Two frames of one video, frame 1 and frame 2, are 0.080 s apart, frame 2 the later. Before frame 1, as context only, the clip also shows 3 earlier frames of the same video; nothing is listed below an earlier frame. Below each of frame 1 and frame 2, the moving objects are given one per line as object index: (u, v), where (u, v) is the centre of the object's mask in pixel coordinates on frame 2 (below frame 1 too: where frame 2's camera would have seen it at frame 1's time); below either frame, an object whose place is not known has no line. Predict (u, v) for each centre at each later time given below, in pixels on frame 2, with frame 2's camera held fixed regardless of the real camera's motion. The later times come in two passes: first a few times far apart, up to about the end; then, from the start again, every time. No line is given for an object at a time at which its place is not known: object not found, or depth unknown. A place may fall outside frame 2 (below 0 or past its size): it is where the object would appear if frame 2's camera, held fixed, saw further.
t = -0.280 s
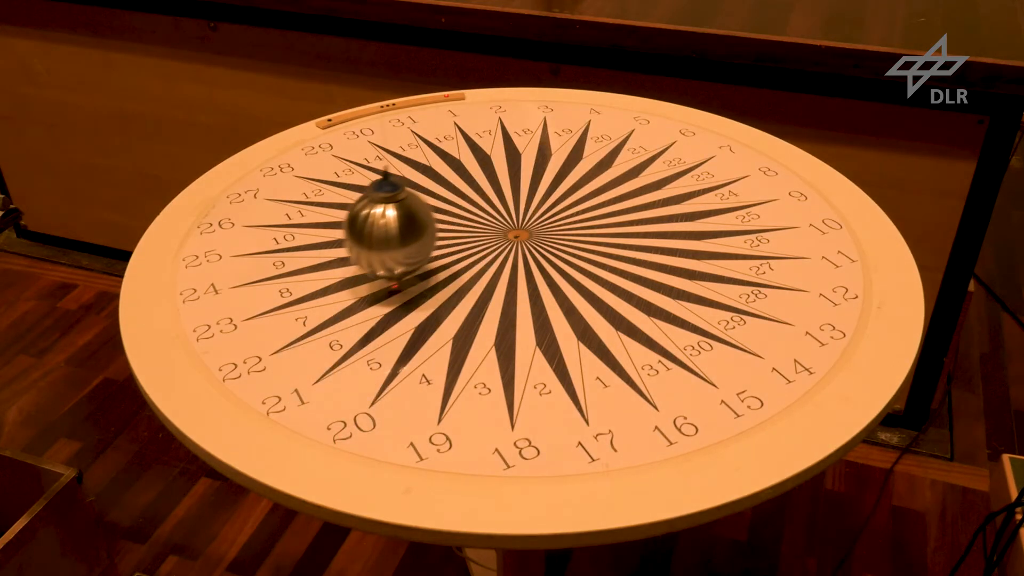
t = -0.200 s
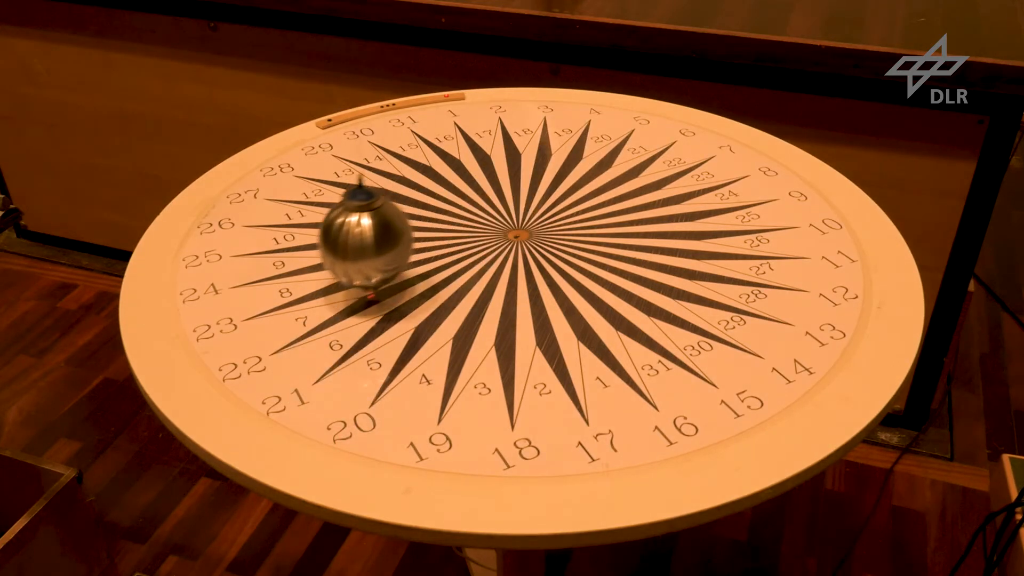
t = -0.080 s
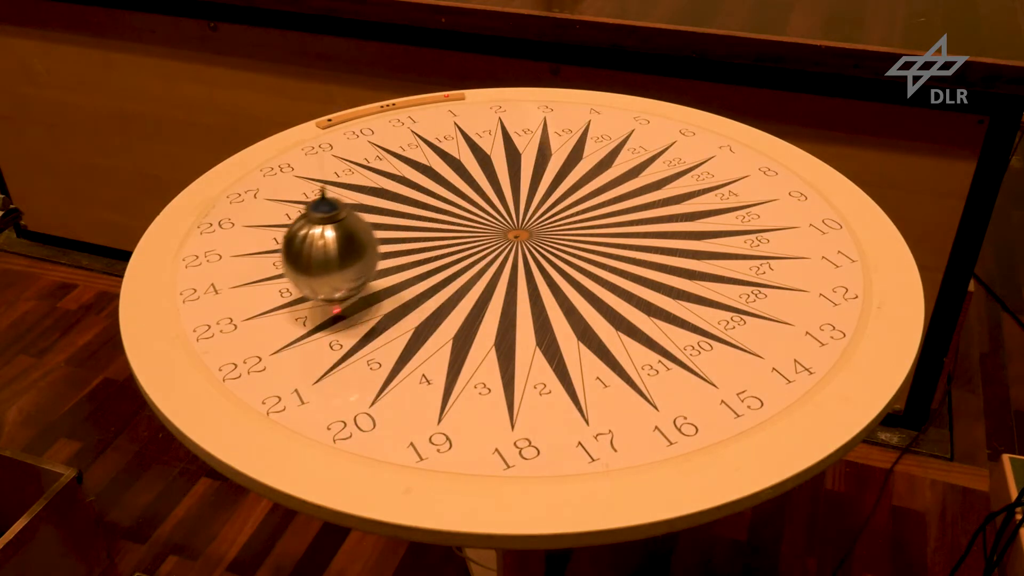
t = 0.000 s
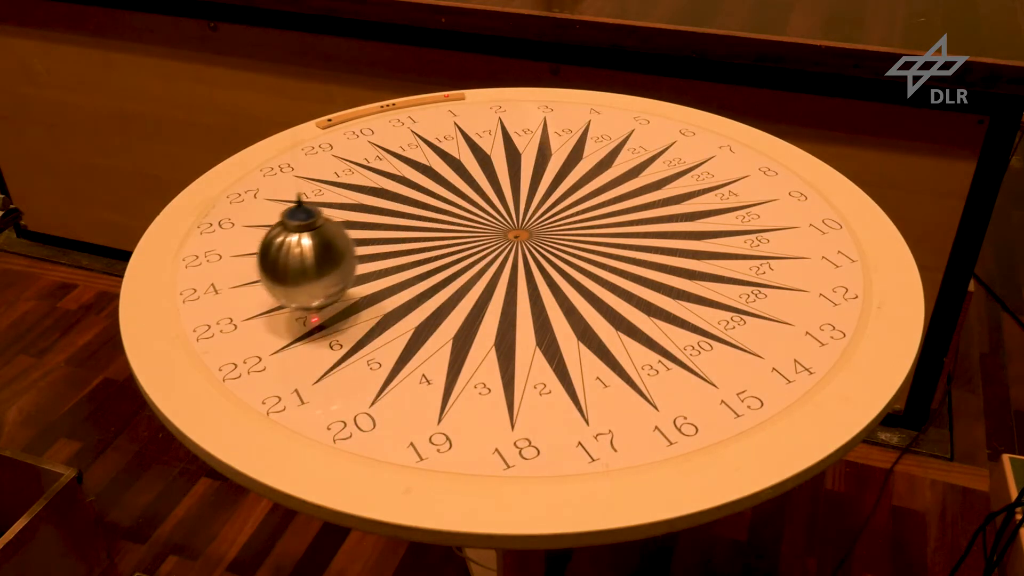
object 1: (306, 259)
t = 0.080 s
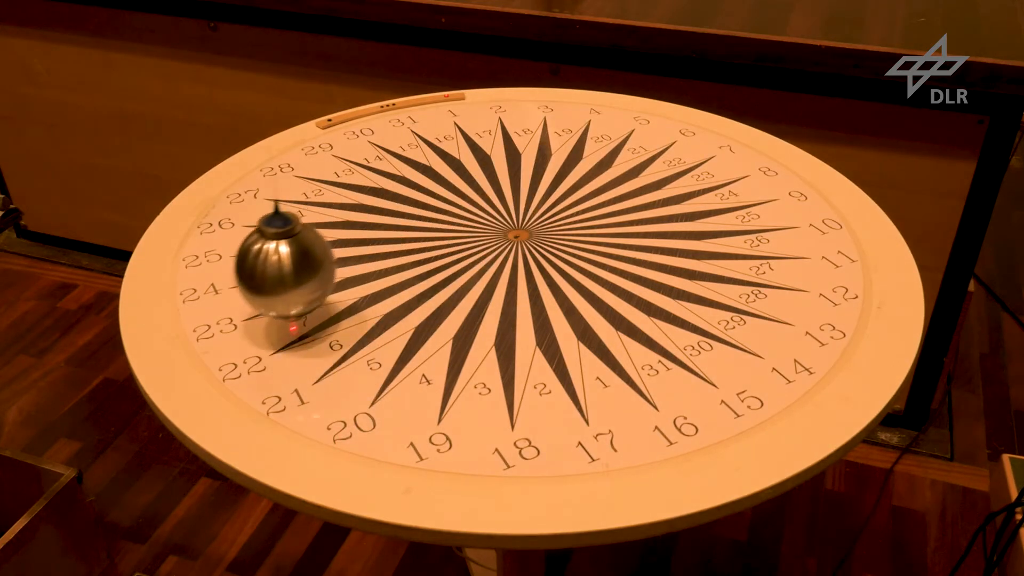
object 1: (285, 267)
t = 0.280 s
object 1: (236, 283)
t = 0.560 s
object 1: (189, 298)
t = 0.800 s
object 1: (176, 303)
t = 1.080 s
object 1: (193, 297)
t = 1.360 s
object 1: (243, 281)
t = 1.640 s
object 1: (315, 256)
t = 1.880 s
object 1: (386, 232)
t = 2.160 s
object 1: (472, 200)
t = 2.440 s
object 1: (551, 170)
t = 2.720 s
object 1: (622, 142)
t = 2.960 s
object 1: (671, 122)
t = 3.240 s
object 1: (714, 104)
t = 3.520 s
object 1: (740, 92)
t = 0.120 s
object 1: (274, 270)
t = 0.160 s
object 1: (264, 274)
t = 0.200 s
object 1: (254, 277)
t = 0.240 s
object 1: (245, 280)
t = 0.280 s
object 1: (236, 283)
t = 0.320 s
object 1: (227, 286)
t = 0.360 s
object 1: (219, 289)
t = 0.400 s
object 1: (212, 291)
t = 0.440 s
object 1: (205, 293)
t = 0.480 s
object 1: (199, 295)
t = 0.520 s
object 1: (194, 297)
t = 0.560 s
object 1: (189, 298)
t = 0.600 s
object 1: (185, 300)
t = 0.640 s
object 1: (182, 301)
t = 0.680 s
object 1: (179, 302)
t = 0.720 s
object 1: (177, 302)
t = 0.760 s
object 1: (176, 303)
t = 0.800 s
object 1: (176, 303)
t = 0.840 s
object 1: (176, 303)
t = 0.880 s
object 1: (177, 303)
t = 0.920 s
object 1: (179, 302)
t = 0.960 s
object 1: (181, 301)
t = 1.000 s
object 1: (184, 300)
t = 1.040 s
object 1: (188, 299)
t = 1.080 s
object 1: (193, 297)
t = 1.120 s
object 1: (198, 295)
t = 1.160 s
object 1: (204, 293)
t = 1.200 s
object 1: (211, 291)
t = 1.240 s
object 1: (218, 289)
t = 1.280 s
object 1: (226, 287)
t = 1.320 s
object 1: (234, 284)
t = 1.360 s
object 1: (243, 281)
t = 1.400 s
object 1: (252, 278)
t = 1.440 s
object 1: (262, 275)
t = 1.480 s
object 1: (272, 271)
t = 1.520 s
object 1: (282, 268)
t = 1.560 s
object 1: (293, 264)
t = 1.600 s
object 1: (304, 260)
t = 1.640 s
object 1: (315, 256)
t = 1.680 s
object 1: (327, 253)
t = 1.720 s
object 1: (338, 248)
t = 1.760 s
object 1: (350, 244)
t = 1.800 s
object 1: (362, 240)
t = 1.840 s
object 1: (375, 236)
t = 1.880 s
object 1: (386, 232)
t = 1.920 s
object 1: (399, 227)
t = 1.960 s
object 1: (411, 223)
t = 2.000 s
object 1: (423, 218)
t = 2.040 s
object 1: (435, 214)
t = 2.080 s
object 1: (448, 209)
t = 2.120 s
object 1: (460, 204)
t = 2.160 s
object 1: (472, 200)
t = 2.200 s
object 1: (484, 196)
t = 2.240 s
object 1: (496, 191)
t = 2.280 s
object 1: (508, 186)
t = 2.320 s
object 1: (519, 183)
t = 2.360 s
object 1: (530, 178)
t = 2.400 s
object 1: (542, 174)
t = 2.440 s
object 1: (551, 170)
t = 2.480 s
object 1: (563, 166)
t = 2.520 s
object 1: (573, 162)
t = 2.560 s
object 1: (583, 158)
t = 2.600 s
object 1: (593, 155)
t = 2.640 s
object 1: (603, 150)
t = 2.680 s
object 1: (613, 145)
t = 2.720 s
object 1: (622, 142)
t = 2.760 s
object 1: (631, 139)
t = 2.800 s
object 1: (640, 135)
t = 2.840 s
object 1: (648, 131)
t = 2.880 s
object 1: (656, 128)
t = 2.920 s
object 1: (664, 125)
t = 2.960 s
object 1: (671, 122)
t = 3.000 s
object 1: (678, 118)
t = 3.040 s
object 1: (685, 116)
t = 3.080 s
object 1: (692, 113)
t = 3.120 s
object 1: (698, 111)
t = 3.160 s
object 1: (703, 108)
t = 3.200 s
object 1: (709, 106)
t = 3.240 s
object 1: (714, 104)
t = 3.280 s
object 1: (719, 102)
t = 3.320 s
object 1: (723, 100)
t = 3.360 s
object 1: (727, 98)
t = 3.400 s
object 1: (731, 96)
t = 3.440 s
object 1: (734, 95)
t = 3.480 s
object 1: (737, 93)
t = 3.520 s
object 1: (740, 92)
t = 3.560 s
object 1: (742, 91)
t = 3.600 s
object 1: (744, 90)
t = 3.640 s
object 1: (746, 89)
